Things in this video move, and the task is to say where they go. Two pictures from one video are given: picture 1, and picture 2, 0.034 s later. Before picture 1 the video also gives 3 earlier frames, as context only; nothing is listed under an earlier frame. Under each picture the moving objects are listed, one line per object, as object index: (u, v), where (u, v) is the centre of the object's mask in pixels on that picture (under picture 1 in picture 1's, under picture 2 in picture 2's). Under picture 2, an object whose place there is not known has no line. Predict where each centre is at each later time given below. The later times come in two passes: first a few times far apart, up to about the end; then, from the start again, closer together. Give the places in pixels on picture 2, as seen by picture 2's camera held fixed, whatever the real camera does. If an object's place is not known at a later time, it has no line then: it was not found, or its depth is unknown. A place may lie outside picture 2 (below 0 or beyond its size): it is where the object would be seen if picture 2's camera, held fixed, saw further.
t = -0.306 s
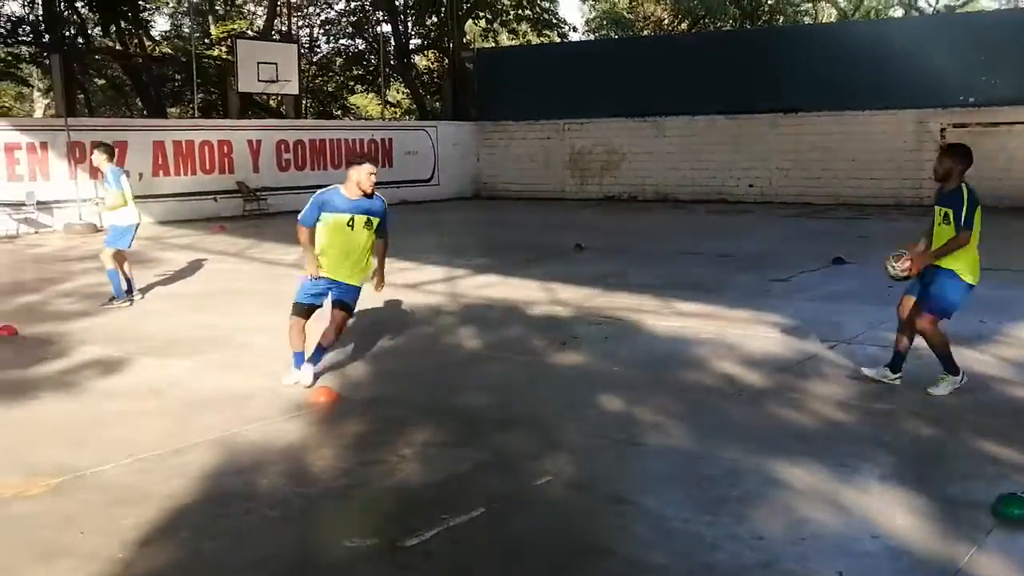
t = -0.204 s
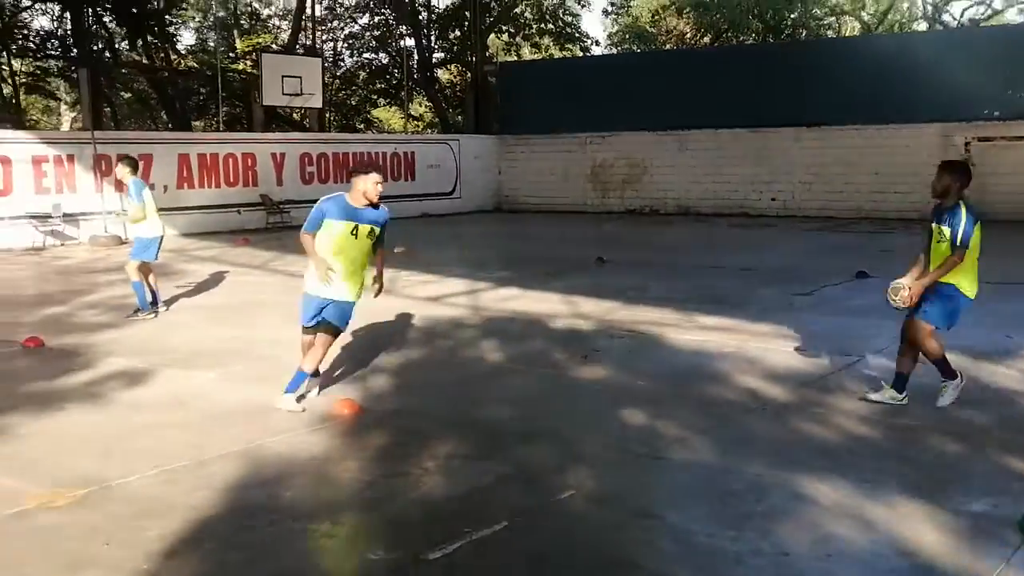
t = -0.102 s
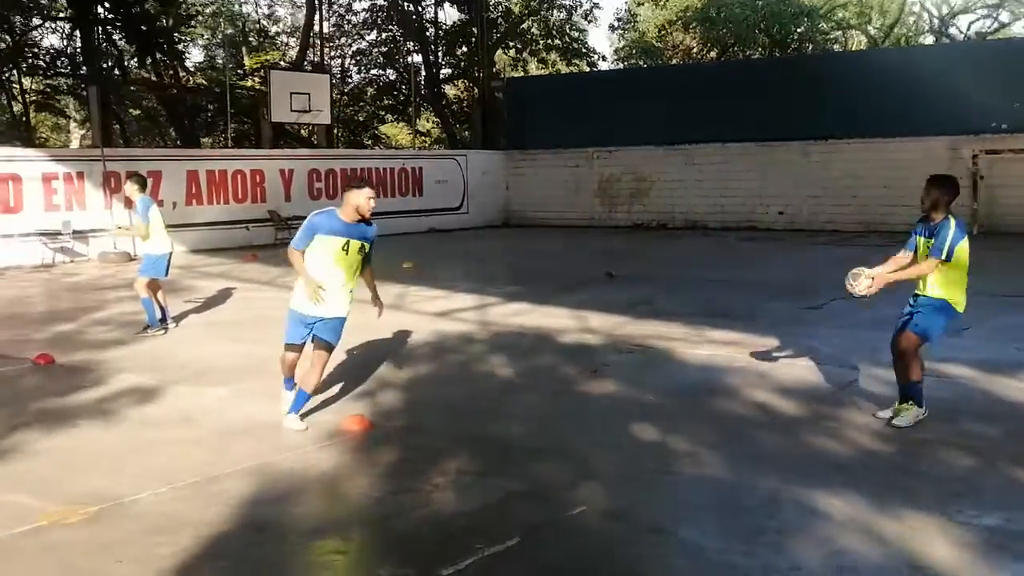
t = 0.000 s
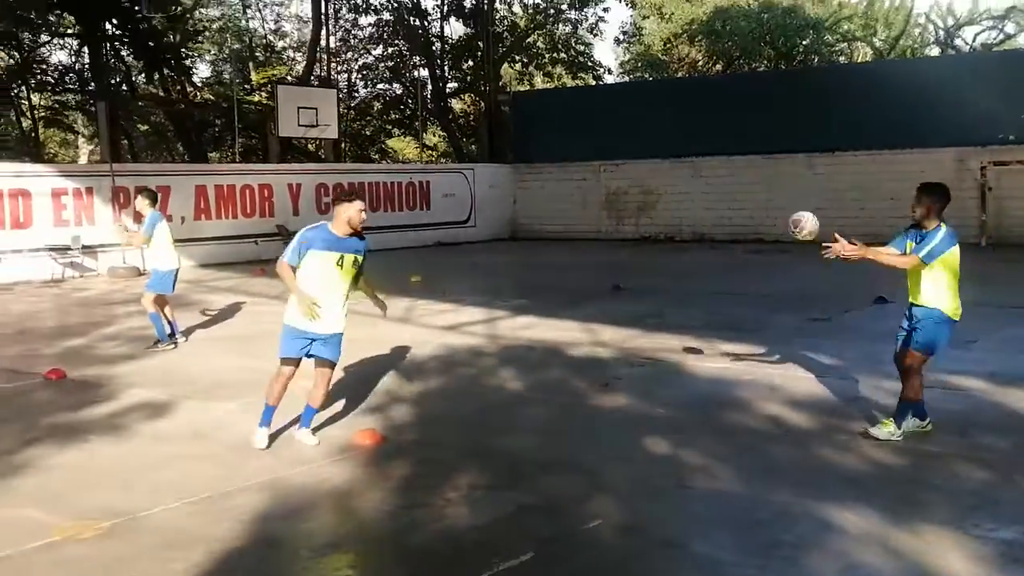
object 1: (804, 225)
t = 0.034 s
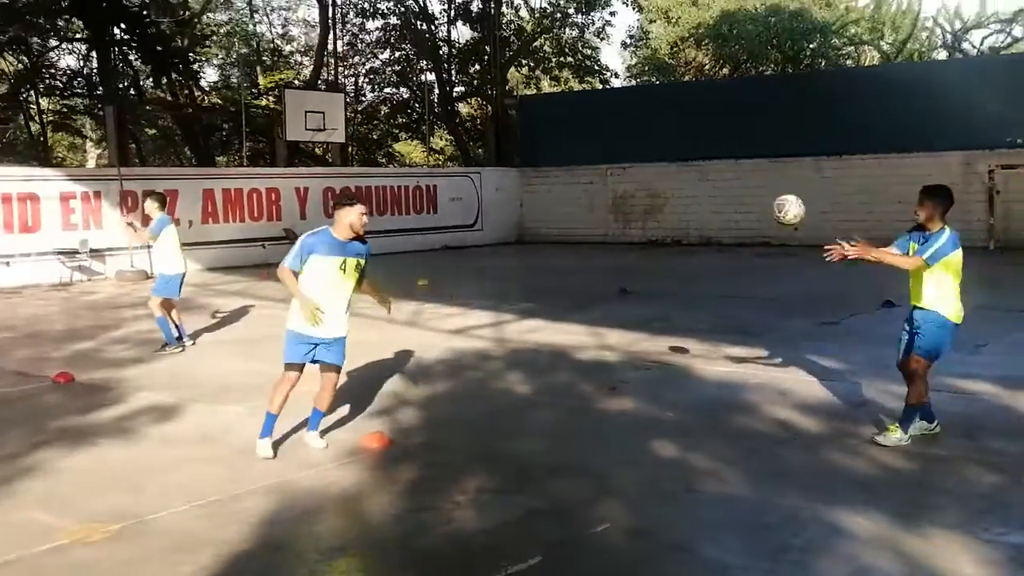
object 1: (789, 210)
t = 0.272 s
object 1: (633, 115)
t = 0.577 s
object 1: (428, 122)
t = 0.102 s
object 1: (745, 174)
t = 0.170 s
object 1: (700, 145)
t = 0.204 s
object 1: (678, 133)
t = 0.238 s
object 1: (655, 124)
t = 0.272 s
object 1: (633, 115)
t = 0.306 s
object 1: (610, 108)
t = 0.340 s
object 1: (588, 104)
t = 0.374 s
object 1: (565, 101)
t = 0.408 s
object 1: (542, 100)
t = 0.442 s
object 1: (519, 100)
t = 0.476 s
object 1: (496, 103)
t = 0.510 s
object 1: (474, 108)
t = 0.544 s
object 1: (451, 113)
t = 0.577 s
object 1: (428, 122)
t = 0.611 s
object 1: (405, 131)
